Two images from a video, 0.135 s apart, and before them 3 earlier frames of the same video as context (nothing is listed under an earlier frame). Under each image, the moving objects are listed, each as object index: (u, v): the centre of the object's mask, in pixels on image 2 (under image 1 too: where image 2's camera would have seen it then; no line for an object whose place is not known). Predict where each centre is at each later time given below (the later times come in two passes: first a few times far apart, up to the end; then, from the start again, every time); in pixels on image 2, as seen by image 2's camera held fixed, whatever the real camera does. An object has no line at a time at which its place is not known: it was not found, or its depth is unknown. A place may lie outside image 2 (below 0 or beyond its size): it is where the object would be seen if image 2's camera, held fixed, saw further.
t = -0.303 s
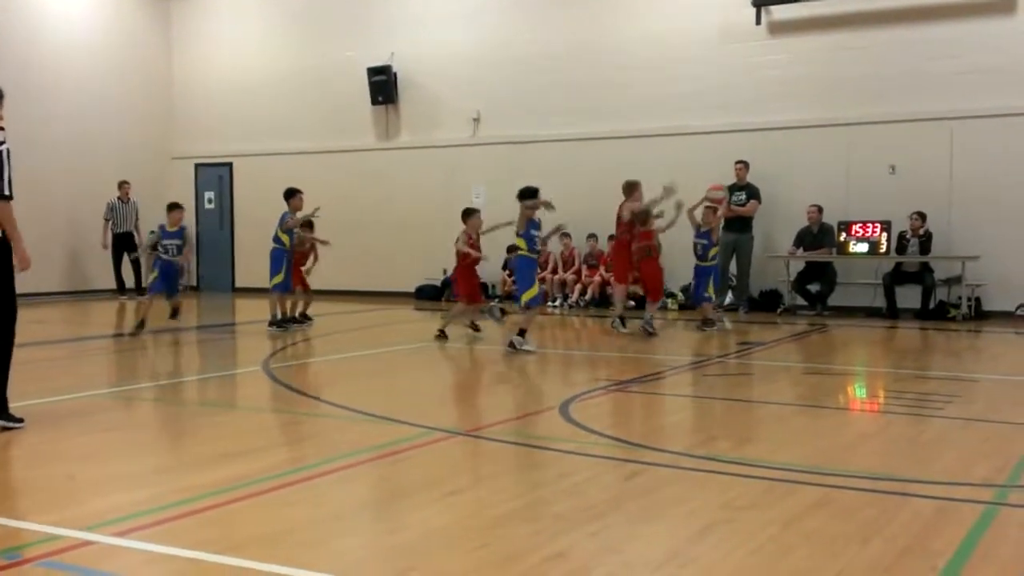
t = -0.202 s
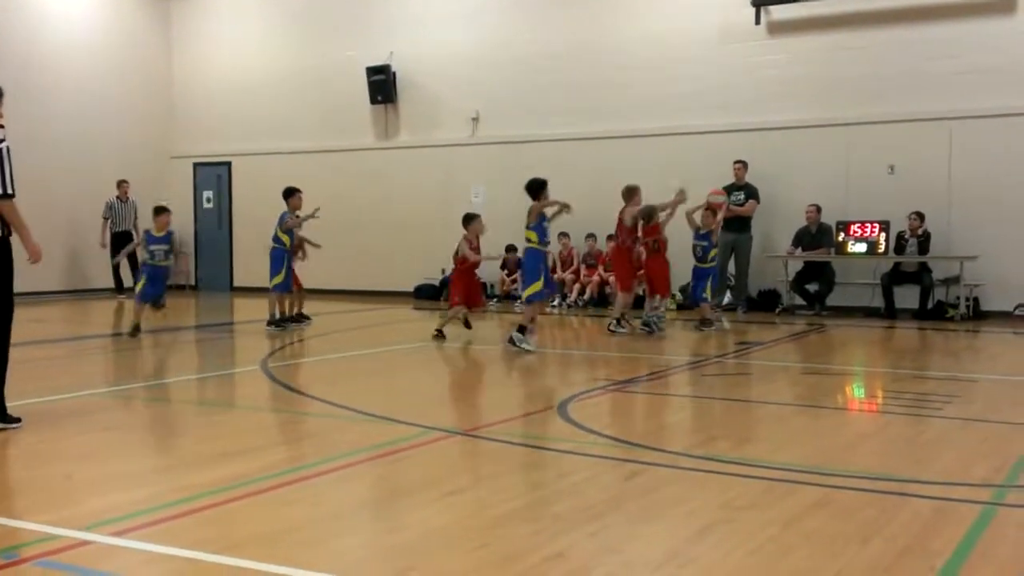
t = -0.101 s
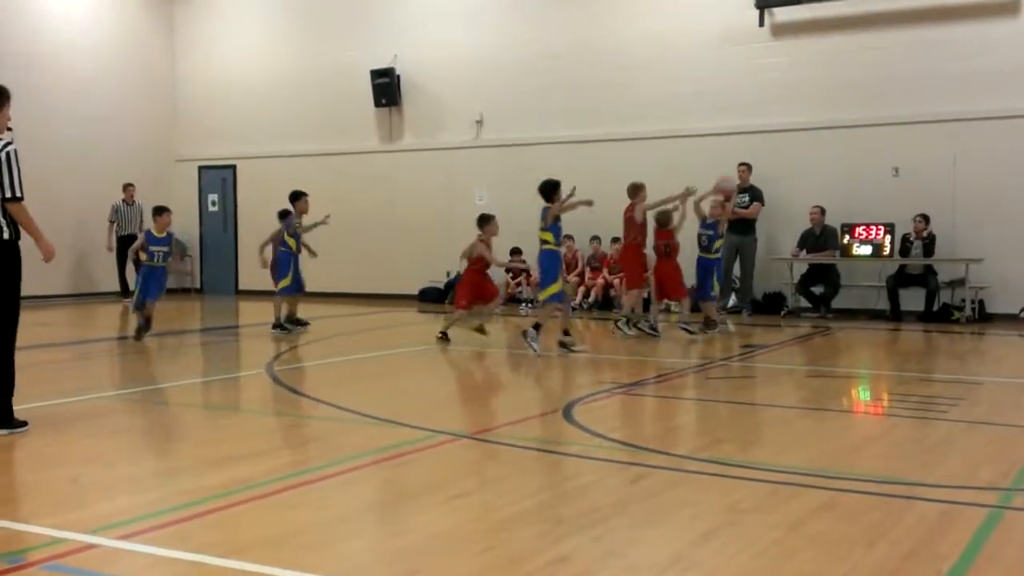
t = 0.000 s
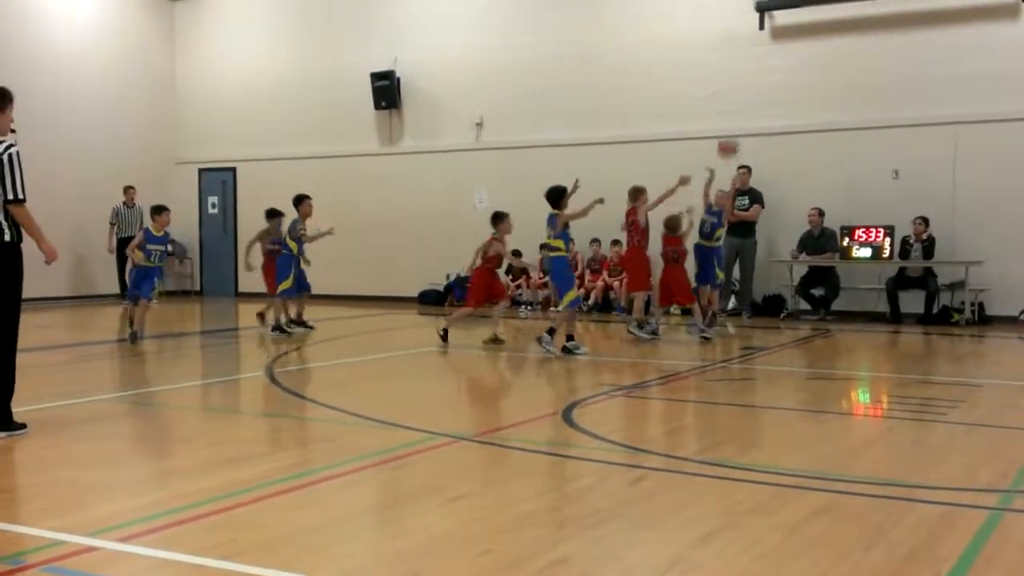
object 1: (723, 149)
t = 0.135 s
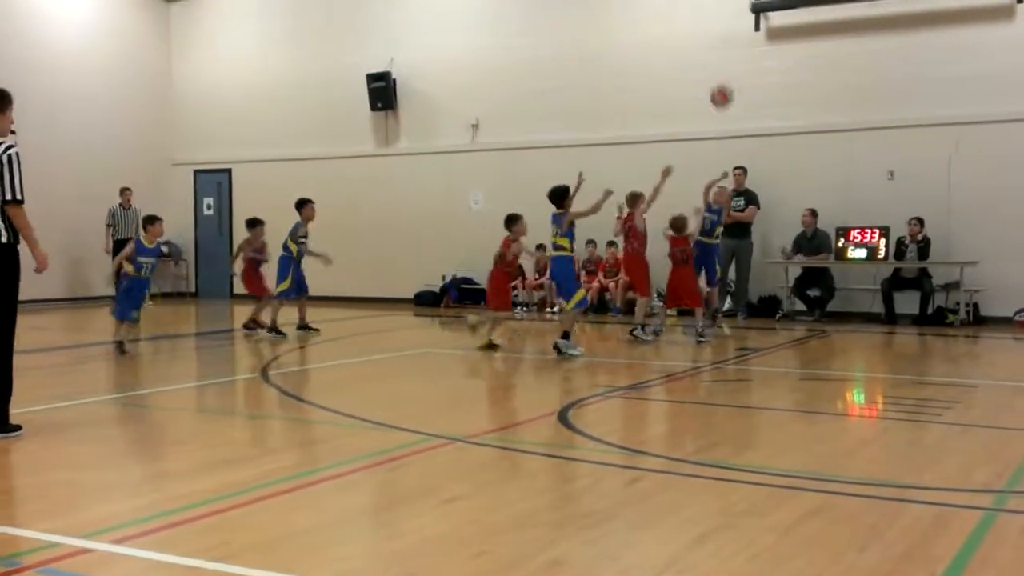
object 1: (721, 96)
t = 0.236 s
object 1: (719, 67)
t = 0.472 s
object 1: (713, 38)
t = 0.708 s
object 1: (705, 75)
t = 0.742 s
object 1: (703, 86)
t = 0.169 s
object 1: (721, 85)
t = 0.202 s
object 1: (720, 75)
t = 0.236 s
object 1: (719, 67)
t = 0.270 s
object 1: (719, 59)
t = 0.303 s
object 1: (718, 53)
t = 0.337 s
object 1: (716, 47)
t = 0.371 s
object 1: (716, 43)
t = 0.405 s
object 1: (715, 40)
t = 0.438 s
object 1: (714, 38)
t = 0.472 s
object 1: (713, 38)
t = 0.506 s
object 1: (712, 38)
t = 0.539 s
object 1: (711, 41)
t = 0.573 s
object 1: (710, 44)
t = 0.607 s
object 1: (709, 49)
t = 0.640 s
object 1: (707, 56)
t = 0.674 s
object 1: (706, 66)
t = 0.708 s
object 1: (705, 75)
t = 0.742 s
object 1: (703, 86)
